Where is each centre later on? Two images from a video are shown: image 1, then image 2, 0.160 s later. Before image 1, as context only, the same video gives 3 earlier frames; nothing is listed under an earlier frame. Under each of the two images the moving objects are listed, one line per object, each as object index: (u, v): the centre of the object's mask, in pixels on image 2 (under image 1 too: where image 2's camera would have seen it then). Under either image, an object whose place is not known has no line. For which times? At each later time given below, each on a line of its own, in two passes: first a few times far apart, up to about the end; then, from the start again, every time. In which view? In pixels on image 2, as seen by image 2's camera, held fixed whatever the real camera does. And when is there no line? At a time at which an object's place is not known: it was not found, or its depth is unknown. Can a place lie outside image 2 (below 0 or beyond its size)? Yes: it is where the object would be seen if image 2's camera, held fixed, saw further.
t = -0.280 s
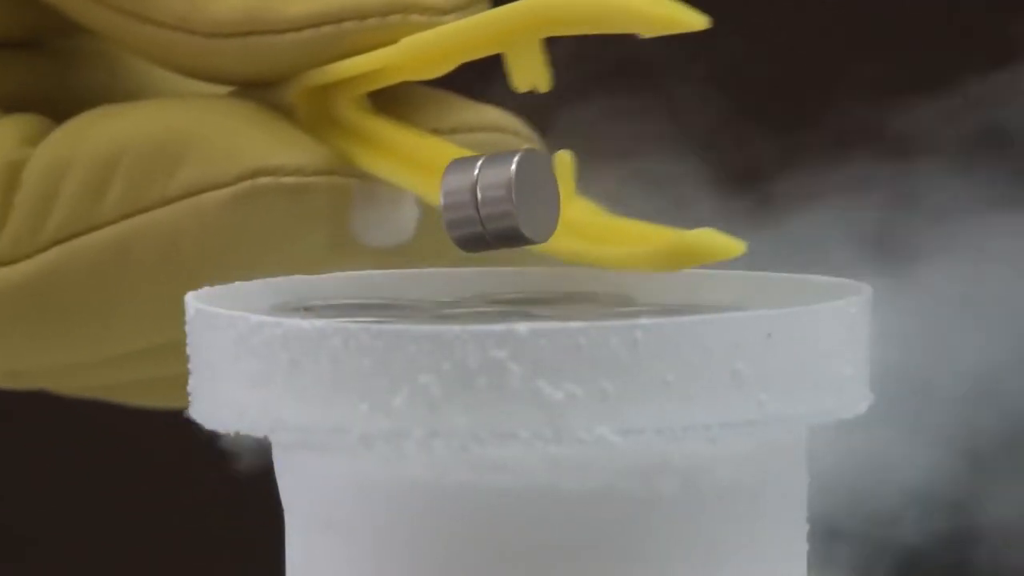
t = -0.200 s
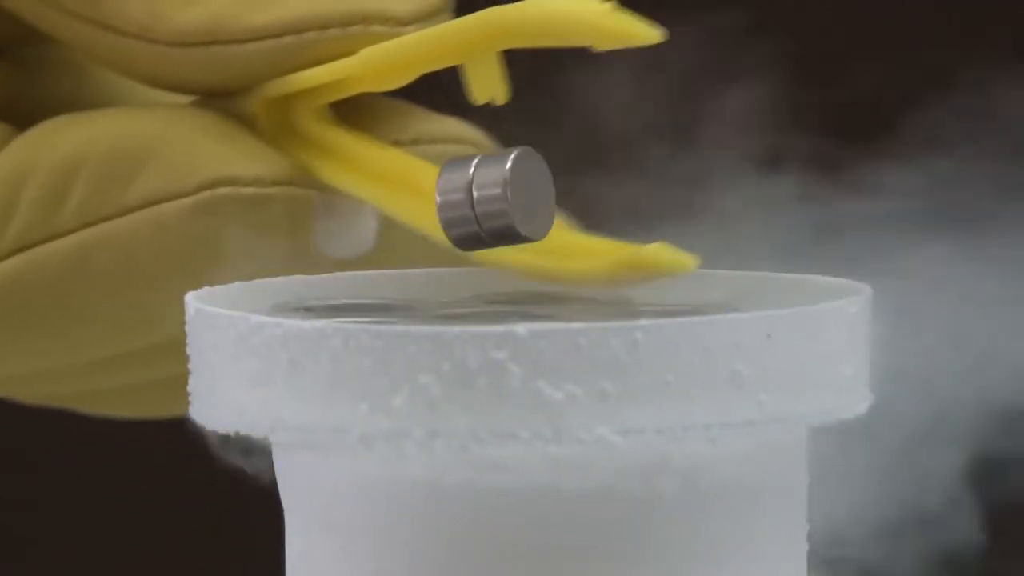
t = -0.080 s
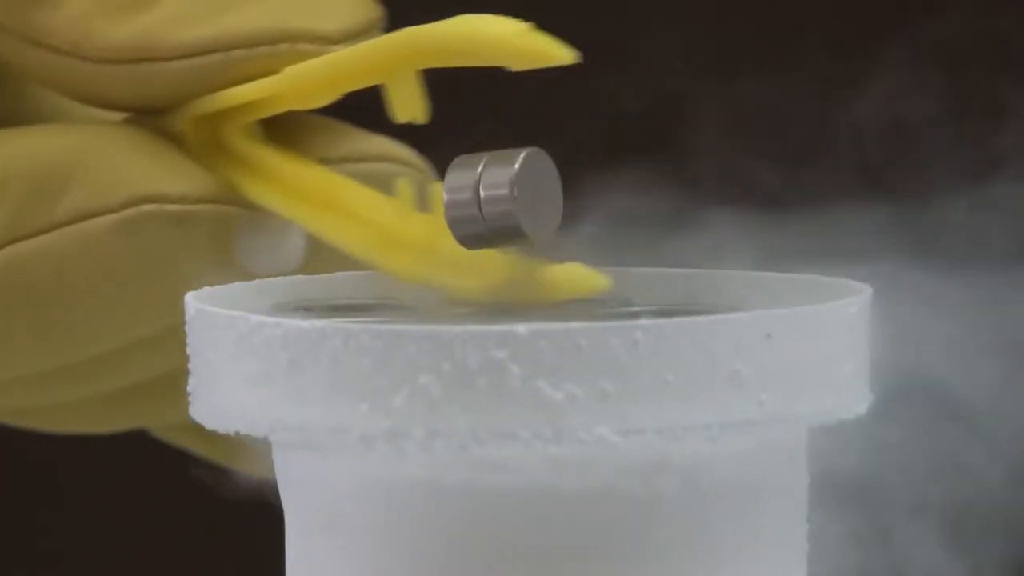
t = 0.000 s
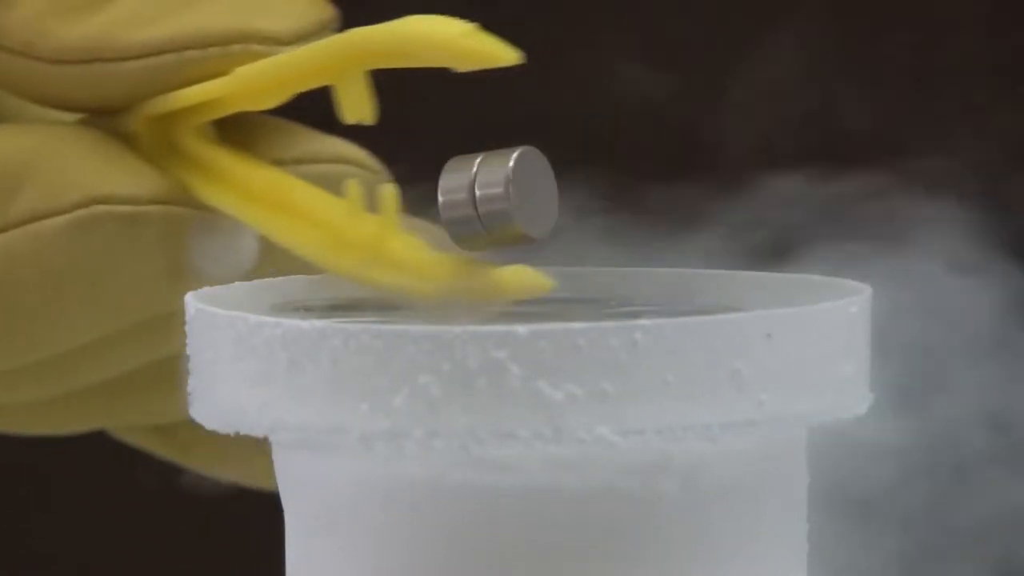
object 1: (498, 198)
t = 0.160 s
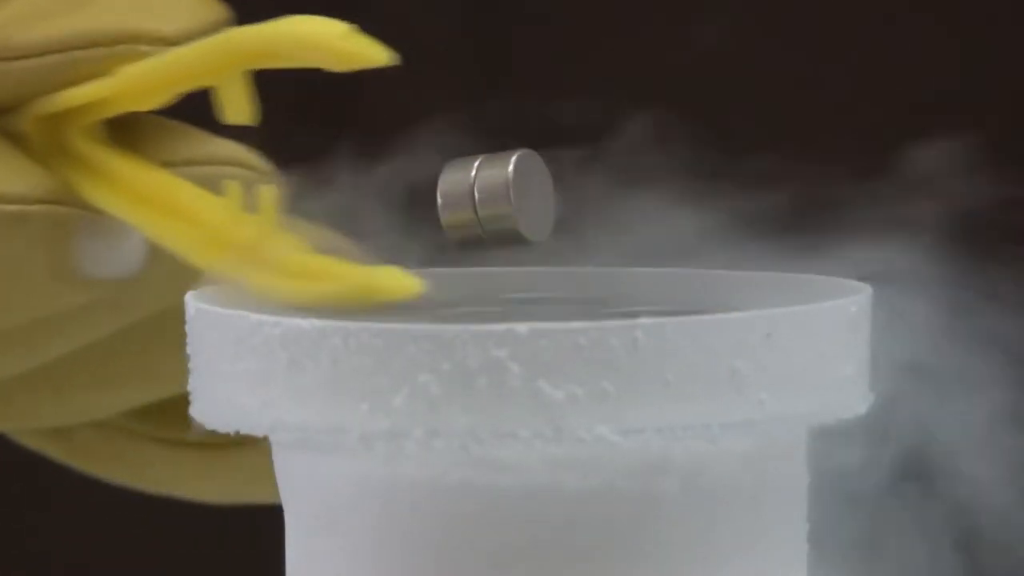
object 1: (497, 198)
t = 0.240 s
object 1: (499, 196)
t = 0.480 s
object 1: (501, 193)
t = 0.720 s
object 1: (500, 196)
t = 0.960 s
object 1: (502, 194)
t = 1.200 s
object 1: (498, 189)
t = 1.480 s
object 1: (496, 197)
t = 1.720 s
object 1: (499, 198)
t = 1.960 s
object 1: (503, 195)
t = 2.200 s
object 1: (498, 193)
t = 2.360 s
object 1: (502, 195)
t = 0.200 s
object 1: (497, 196)
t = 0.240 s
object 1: (499, 196)
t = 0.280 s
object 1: (501, 195)
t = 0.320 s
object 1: (501, 192)
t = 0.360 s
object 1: (499, 194)
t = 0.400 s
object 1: (499, 193)
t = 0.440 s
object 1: (499, 193)
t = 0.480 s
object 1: (501, 193)
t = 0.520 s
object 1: (500, 193)
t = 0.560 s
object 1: (500, 194)
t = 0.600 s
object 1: (502, 196)
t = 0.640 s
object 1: (503, 195)
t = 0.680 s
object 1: (502, 197)
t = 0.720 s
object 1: (500, 196)
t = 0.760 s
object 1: (503, 192)
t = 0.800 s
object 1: (502, 194)
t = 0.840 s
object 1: (502, 194)
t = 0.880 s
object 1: (501, 195)
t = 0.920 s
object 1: (502, 194)
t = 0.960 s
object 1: (502, 194)
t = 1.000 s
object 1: (503, 192)
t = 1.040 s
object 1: (502, 190)
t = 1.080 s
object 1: (500, 193)
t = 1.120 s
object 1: (499, 193)
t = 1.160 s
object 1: (481, 187)
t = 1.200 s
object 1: (498, 189)
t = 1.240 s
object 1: (502, 191)
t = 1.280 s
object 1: (502, 190)
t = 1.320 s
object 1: (515, 190)
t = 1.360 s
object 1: (501, 193)
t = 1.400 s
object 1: (503, 194)
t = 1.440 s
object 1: (501, 195)
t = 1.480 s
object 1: (496, 197)
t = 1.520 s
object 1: (498, 194)
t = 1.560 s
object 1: (502, 192)
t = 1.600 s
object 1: (502, 198)
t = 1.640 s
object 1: (500, 199)
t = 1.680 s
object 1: (499, 197)
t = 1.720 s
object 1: (499, 198)
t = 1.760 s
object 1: (500, 197)
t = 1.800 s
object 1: (499, 195)
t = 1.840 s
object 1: (497, 194)
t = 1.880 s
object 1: (498, 193)
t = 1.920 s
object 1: (502, 193)
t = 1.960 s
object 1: (503, 195)
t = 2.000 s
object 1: (501, 194)
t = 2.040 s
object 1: (498, 195)
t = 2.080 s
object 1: (497, 195)
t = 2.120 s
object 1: (500, 193)
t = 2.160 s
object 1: (501, 191)
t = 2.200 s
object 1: (498, 193)
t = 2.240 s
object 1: (496, 194)
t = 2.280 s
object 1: (501, 193)
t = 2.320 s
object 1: (505, 193)
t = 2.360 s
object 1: (502, 195)
